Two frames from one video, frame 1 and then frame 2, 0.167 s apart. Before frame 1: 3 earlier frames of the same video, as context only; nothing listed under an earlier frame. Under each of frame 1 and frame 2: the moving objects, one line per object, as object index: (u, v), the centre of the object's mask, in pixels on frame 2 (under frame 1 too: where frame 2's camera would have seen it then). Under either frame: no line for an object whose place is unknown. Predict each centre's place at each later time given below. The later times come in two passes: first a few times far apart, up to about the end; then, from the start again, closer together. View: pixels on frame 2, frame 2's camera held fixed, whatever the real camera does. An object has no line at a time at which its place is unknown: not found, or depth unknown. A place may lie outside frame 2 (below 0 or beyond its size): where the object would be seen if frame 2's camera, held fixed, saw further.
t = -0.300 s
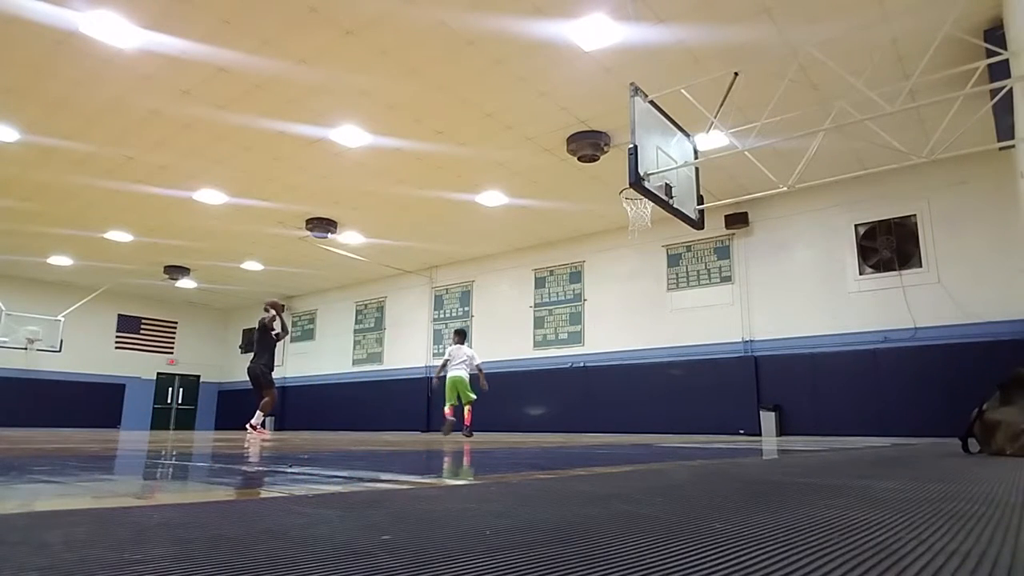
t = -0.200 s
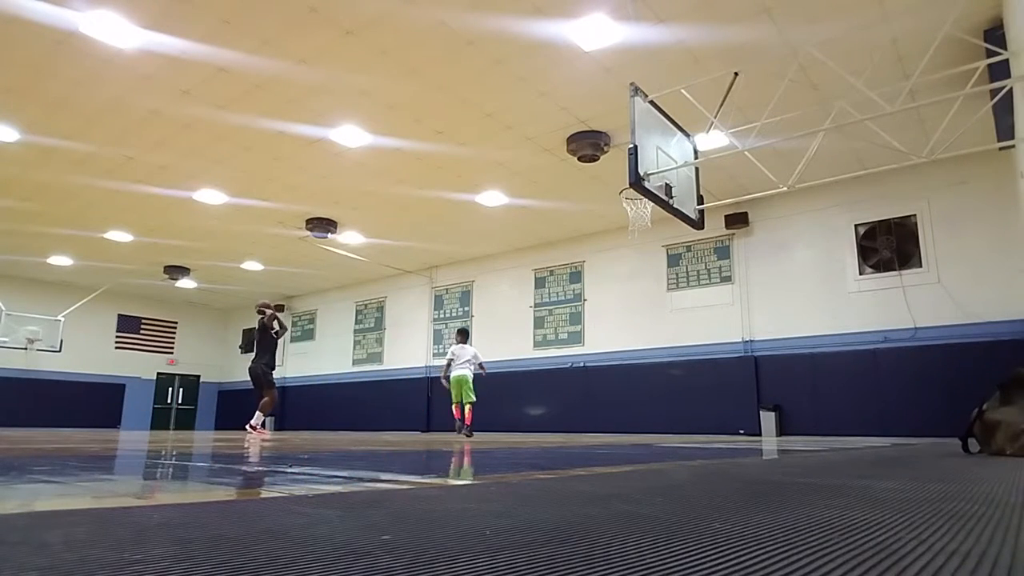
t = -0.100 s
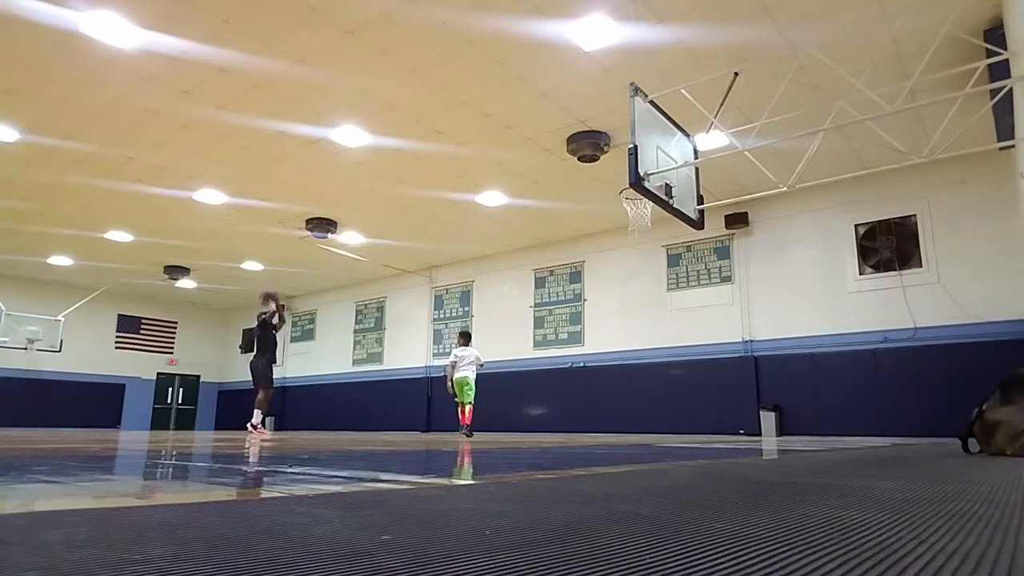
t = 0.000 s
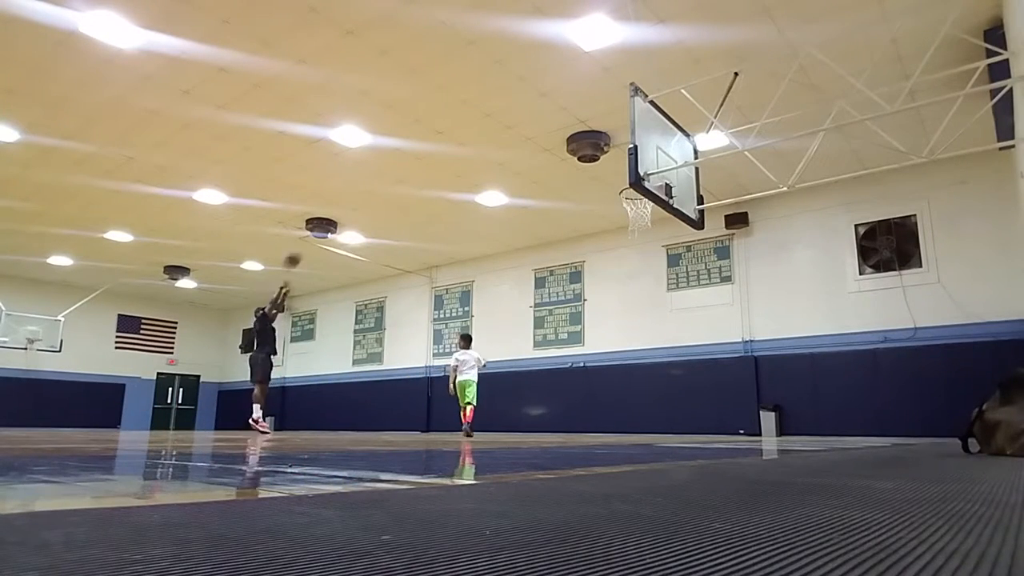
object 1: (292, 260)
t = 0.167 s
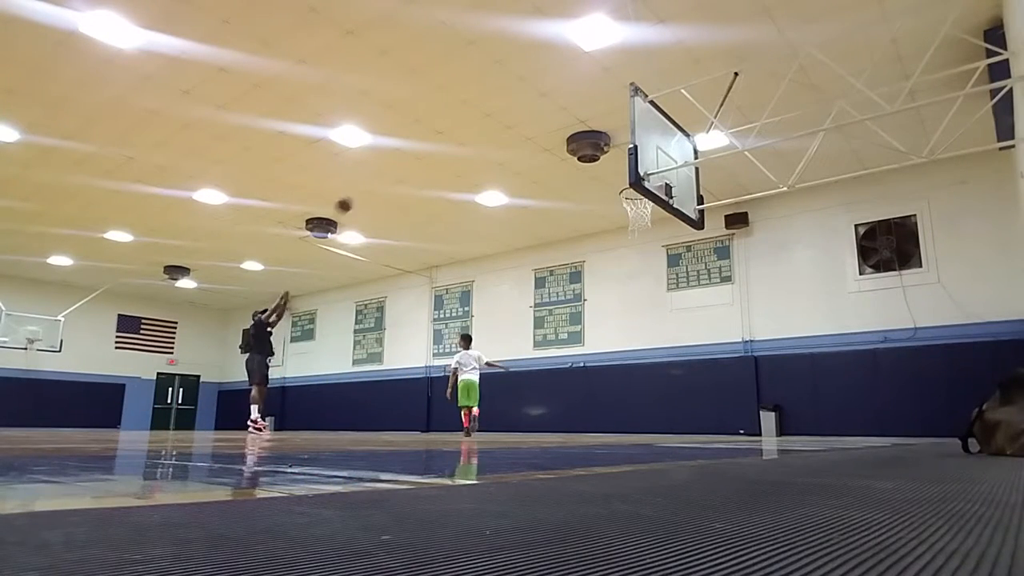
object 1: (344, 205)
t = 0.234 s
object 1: (364, 188)
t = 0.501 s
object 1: (447, 143)
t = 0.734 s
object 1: (523, 141)
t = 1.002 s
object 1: (617, 184)
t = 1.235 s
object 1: (629, 195)
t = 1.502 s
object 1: (654, 209)
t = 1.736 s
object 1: (648, 231)
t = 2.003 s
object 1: (634, 305)
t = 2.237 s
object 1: (623, 420)
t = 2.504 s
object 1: (608, 349)
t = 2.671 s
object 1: (600, 324)
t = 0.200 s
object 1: (354, 196)
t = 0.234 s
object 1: (364, 188)
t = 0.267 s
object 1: (375, 179)
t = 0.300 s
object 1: (385, 172)
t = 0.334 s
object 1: (395, 166)
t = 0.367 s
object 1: (405, 160)
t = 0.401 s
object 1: (416, 155)
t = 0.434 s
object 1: (426, 151)
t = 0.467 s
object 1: (436, 147)
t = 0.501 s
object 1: (447, 143)
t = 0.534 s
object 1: (457, 140)
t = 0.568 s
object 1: (468, 139)
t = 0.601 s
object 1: (478, 138)
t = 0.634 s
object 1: (489, 138)
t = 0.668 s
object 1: (500, 138)
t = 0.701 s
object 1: (511, 139)
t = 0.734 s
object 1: (523, 141)
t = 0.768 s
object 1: (534, 143)
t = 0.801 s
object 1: (546, 146)
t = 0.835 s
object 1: (557, 150)
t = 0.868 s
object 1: (569, 155)
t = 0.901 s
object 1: (581, 161)
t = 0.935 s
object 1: (594, 168)
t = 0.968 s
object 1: (605, 176)
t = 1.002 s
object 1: (617, 184)
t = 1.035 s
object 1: (626, 190)
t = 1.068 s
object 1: (632, 193)
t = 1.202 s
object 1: (629, 195)
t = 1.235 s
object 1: (629, 195)
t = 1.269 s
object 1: (634, 196)
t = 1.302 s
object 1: (637, 198)
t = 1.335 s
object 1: (641, 200)
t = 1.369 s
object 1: (645, 203)
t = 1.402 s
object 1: (649, 205)
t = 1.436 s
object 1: (652, 207)
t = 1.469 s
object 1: (653, 208)
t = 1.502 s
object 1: (654, 209)
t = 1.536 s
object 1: (654, 210)
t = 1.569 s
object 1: (653, 211)
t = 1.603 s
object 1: (654, 214)
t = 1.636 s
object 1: (654, 218)
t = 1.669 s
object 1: (652, 222)
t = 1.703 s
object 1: (650, 226)
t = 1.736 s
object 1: (648, 231)
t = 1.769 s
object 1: (646, 237)
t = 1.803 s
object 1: (644, 244)
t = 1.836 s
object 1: (642, 252)
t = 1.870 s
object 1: (641, 261)
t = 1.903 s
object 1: (639, 271)
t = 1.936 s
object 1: (637, 281)
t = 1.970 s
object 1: (636, 293)
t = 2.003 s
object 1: (634, 305)
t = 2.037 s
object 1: (633, 318)
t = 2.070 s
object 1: (631, 333)
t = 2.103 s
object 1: (629, 348)
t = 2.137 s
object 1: (627, 367)
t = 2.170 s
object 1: (626, 382)
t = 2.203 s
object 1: (624, 399)
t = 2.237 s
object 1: (623, 420)
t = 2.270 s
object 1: (622, 422)
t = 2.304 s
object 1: (619, 409)
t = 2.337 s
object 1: (616, 397)
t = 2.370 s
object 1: (615, 385)
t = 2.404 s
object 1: (614, 375)
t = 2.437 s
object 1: (612, 367)
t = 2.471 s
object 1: (610, 357)
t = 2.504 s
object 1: (608, 349)
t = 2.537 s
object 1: (606, 342)
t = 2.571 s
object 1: (605, 336)
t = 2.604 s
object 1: (603, 331)
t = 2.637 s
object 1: (601, 328)
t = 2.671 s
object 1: (600, 324)
